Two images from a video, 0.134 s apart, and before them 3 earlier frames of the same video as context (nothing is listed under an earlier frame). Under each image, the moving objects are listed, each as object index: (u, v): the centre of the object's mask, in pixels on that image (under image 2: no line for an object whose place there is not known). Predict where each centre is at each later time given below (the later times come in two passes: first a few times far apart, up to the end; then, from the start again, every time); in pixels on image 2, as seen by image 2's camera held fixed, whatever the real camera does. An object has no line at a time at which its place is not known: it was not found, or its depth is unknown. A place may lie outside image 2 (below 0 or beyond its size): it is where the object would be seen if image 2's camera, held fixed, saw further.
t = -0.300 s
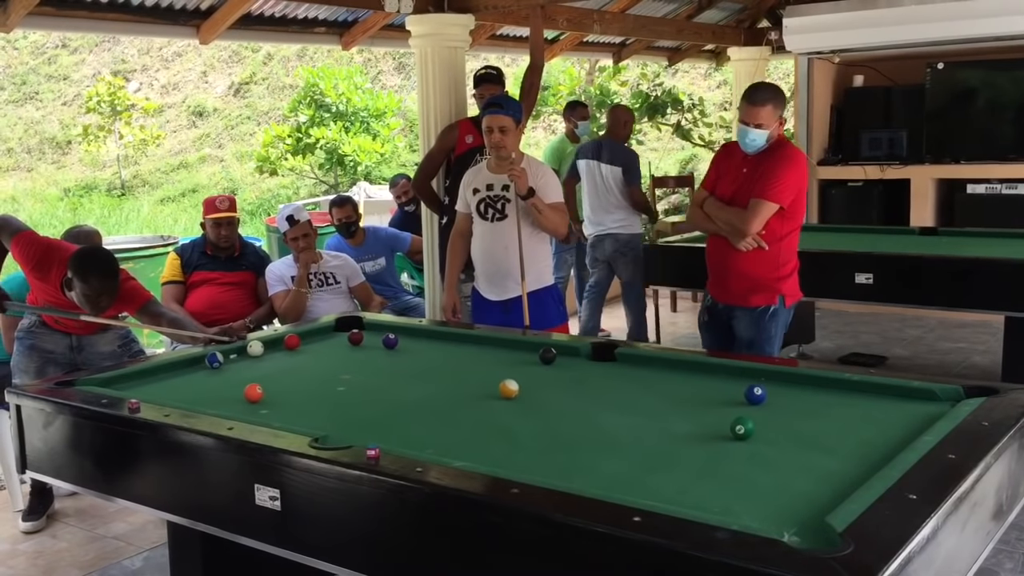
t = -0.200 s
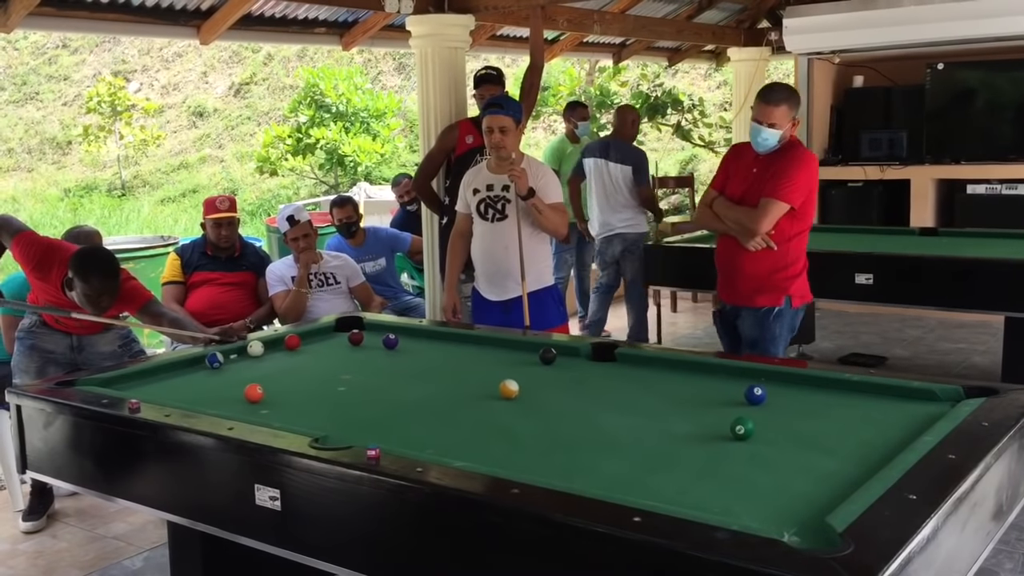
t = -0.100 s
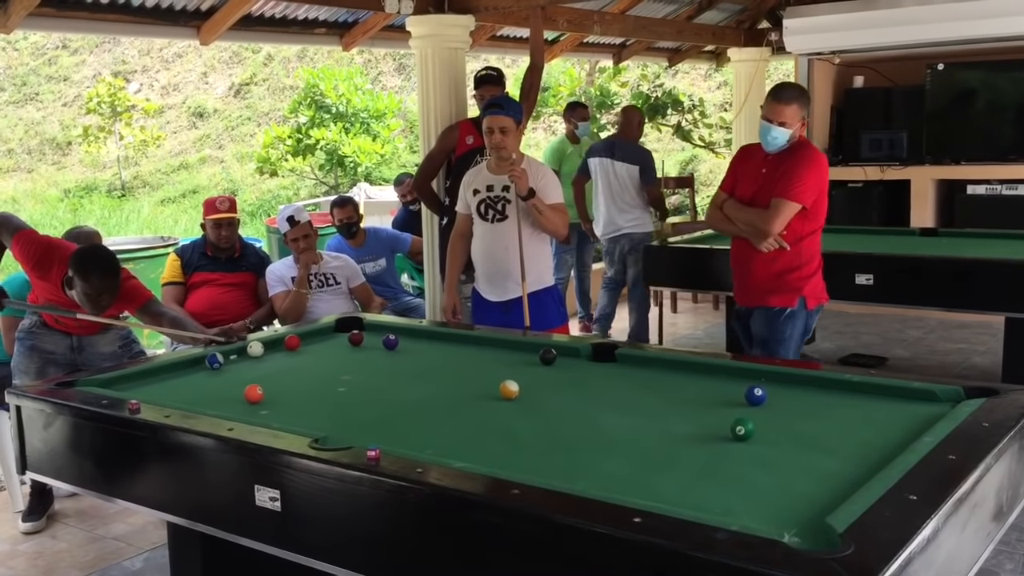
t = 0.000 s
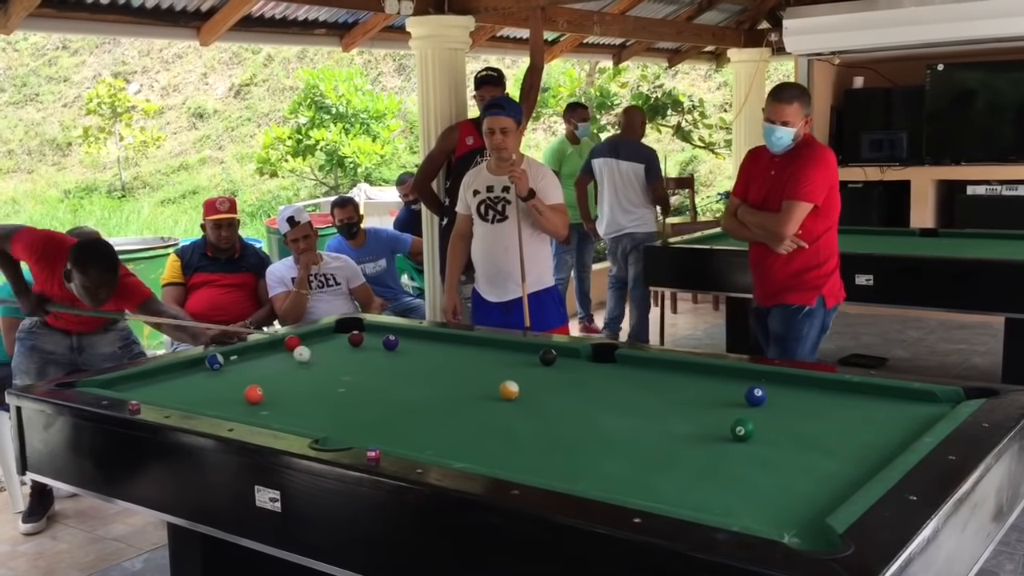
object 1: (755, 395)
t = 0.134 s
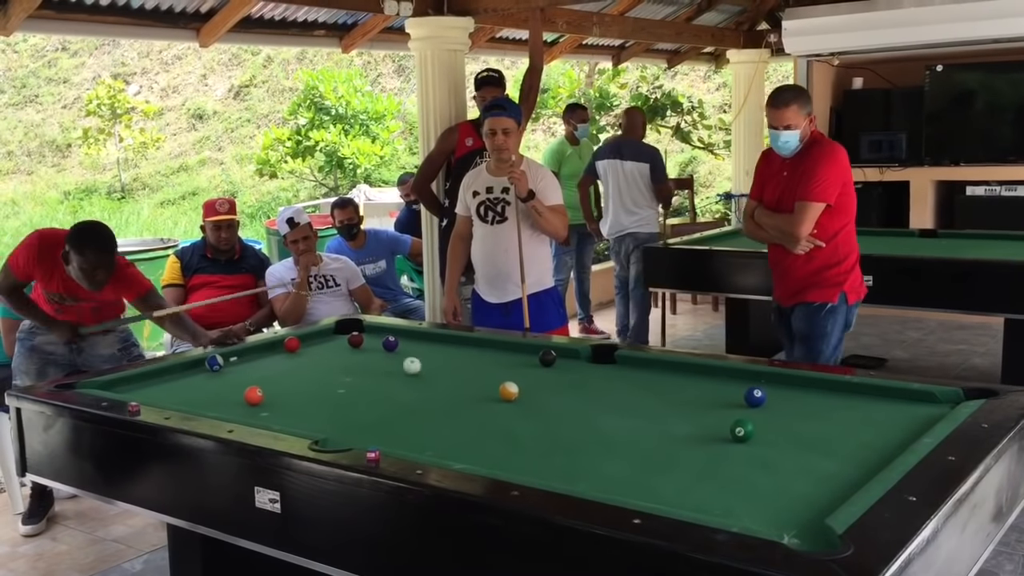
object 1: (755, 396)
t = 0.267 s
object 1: (755, 396)
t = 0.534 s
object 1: (845, 396)
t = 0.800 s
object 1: (911, 408)
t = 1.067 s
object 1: (817, 414)
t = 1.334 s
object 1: (725, 419)
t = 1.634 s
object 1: (625, 427)
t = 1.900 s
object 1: (536, 433)
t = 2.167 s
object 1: (448, 437)
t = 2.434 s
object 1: (363, 440)
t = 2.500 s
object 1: (343, 445)
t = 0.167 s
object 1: (755, 396)
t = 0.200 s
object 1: (755, 396)
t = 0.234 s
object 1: (755, 396)
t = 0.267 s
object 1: (755, 396)
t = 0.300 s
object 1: (755, 396)
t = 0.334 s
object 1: (755, 396)
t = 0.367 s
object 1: (755, 396)
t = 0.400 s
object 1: (755, 396)
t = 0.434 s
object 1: (754, 396)
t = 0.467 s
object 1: (776, 396)
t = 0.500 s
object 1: (811, 396)
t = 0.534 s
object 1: (845, 396)
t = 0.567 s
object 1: (877, 396)
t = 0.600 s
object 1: (908, 395)
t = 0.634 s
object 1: (930, 397)
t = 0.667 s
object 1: (942, 401)
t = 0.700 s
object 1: (947, 404)
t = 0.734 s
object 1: (936, 406)
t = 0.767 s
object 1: (923, 407)
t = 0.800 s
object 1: (911, 408)
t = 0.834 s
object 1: (900, 408)
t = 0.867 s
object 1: (887, 409)
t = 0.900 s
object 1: (876, 410)
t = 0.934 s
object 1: (864, 411)
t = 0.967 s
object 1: (853, 412)
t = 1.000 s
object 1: (841, 412)
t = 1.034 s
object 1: (829, 413)
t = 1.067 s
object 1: (817, 414)
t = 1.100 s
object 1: (807, 415)
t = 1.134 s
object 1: (795, 416)
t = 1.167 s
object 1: (783, 416)
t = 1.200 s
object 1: (772, 417)
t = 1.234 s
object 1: (761, 417)
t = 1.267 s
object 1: (751, 416)
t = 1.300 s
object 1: (736, 415)
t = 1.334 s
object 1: (725, 419)
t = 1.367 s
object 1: (715, 421)
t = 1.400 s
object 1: (703, 421)
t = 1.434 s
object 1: (692, 422)
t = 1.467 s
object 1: (681, 423)
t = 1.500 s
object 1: (670, 424)
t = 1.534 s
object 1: (658, 425)
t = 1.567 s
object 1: (647, 426)
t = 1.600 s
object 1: (637, 426)
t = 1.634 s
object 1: (625, 427)
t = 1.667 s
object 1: (614, 427)
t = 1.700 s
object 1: (603, 428)
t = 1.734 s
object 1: (592, 429)
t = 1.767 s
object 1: (581, 430)
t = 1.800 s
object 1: (569, 431)
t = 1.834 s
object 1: (558, 432)
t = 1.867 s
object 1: (547, 432)
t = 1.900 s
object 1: (536, 433)
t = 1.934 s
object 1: (525, 434)
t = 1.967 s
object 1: (515, 435)
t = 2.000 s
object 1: (504, 435)
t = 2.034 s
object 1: (492, 436)
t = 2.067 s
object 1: (482, 436)
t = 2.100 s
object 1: (471, 436)
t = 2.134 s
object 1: (459, 435)
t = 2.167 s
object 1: (448, 437)
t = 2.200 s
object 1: (437, 439)
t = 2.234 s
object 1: (427, 440)
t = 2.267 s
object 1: (416, 441)
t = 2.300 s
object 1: (405, 441)
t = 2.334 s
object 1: (395, 441)
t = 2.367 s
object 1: (384, 440)
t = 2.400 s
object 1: (374, 440)
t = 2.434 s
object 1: (363, 440)
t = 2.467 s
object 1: (352, 442)
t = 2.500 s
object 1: (343, 445)
